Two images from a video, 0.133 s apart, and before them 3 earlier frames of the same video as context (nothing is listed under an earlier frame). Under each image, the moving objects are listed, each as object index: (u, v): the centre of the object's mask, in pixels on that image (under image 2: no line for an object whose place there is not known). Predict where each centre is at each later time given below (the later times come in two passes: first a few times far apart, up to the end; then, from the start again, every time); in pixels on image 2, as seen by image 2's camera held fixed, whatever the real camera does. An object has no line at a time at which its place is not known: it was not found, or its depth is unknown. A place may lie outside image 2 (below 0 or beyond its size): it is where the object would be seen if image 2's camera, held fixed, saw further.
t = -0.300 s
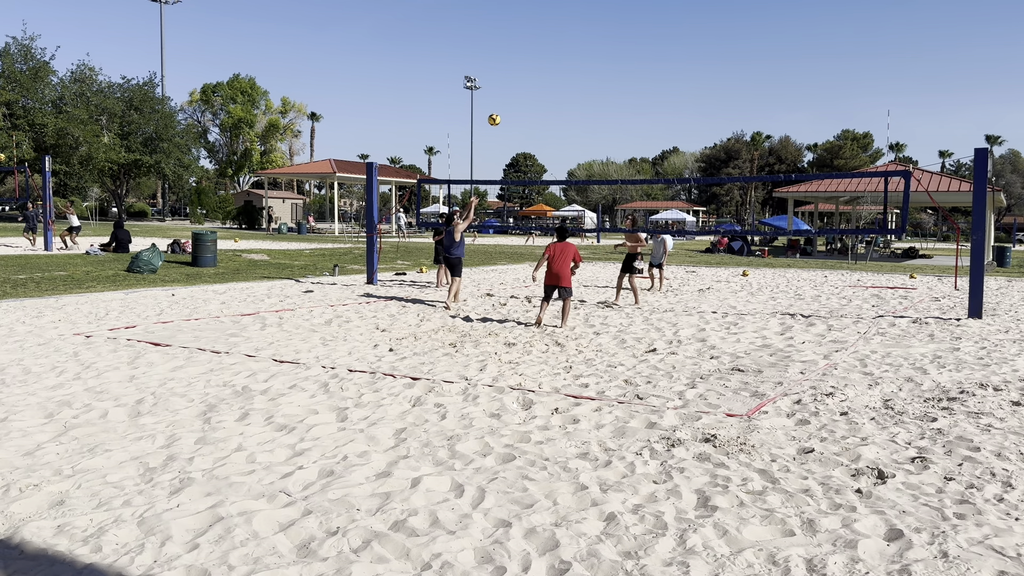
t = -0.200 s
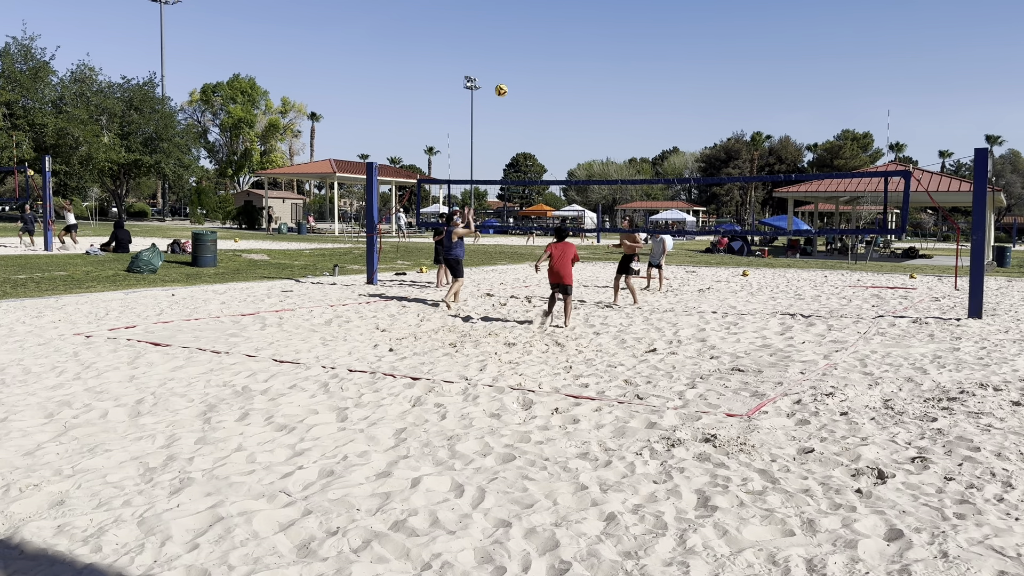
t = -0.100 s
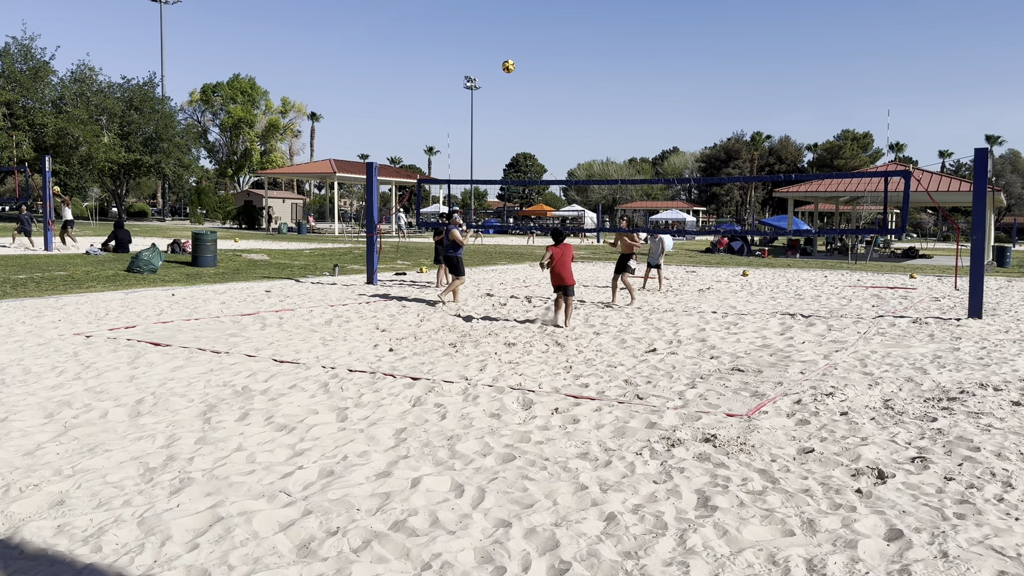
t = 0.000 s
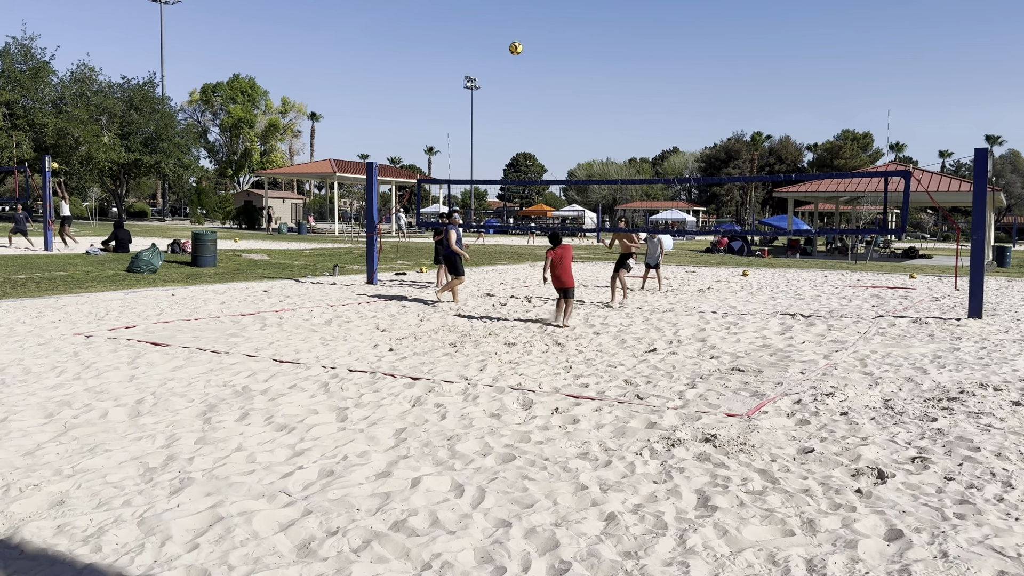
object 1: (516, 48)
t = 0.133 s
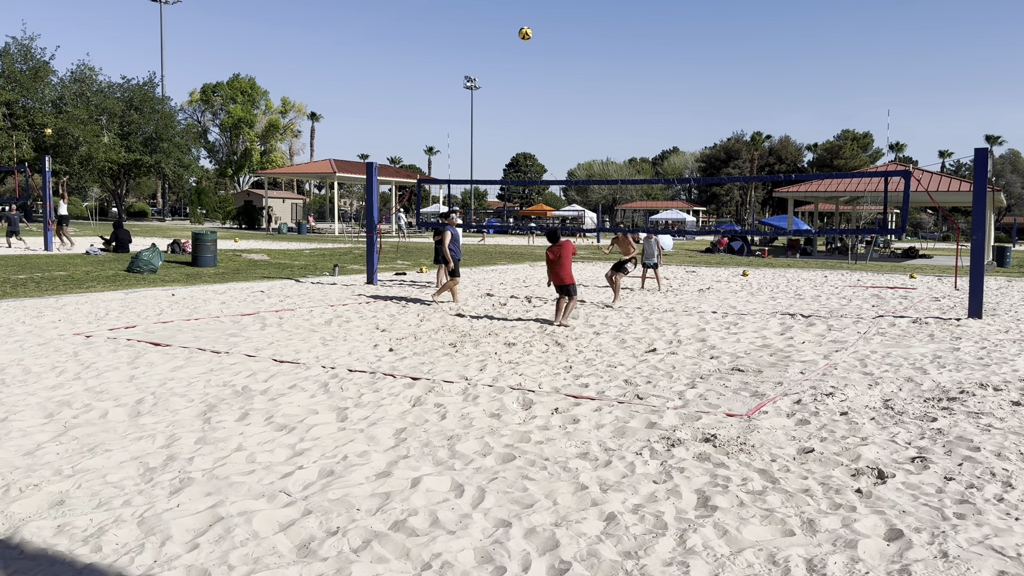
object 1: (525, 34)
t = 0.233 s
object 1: (533, 30)
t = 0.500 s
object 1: (552, 52)
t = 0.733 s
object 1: (568, 111)
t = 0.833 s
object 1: (574, 147)
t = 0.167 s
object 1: (528, 32)
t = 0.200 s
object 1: (530, 30)
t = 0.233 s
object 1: (533, 30)
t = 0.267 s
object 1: (535, 30)
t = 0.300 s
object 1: (538, 31)
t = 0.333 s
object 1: (540, 33)
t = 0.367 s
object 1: (542, 35)
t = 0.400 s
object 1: (545, 38)
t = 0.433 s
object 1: (547, 42)
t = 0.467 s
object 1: (550, 47)
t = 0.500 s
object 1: (552, 52)
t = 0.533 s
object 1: (555, 58)
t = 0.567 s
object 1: (557, 65)
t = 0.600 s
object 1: (559, 73)
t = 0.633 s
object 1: (562, 82)
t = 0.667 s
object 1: (564, 91)
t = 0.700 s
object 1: (566, 101)
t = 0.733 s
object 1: (568, 111)
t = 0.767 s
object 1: (570, 123)
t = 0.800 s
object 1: (572, 134)
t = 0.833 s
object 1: (574, 147)
